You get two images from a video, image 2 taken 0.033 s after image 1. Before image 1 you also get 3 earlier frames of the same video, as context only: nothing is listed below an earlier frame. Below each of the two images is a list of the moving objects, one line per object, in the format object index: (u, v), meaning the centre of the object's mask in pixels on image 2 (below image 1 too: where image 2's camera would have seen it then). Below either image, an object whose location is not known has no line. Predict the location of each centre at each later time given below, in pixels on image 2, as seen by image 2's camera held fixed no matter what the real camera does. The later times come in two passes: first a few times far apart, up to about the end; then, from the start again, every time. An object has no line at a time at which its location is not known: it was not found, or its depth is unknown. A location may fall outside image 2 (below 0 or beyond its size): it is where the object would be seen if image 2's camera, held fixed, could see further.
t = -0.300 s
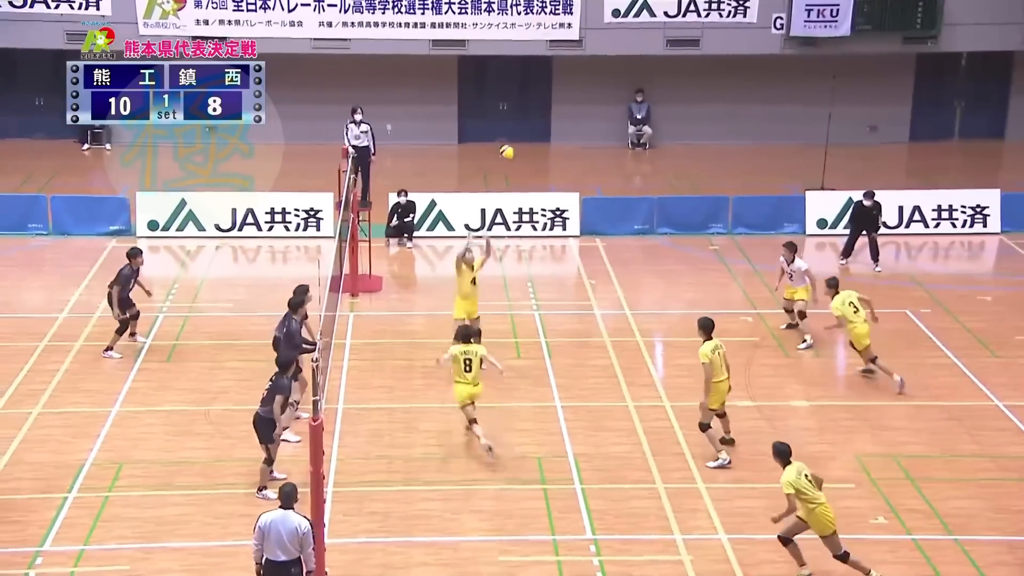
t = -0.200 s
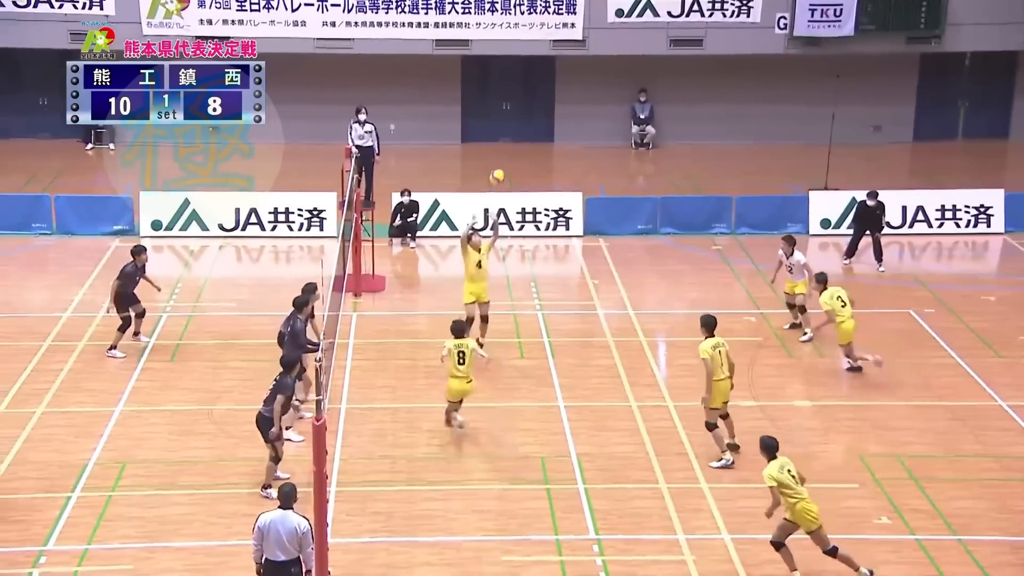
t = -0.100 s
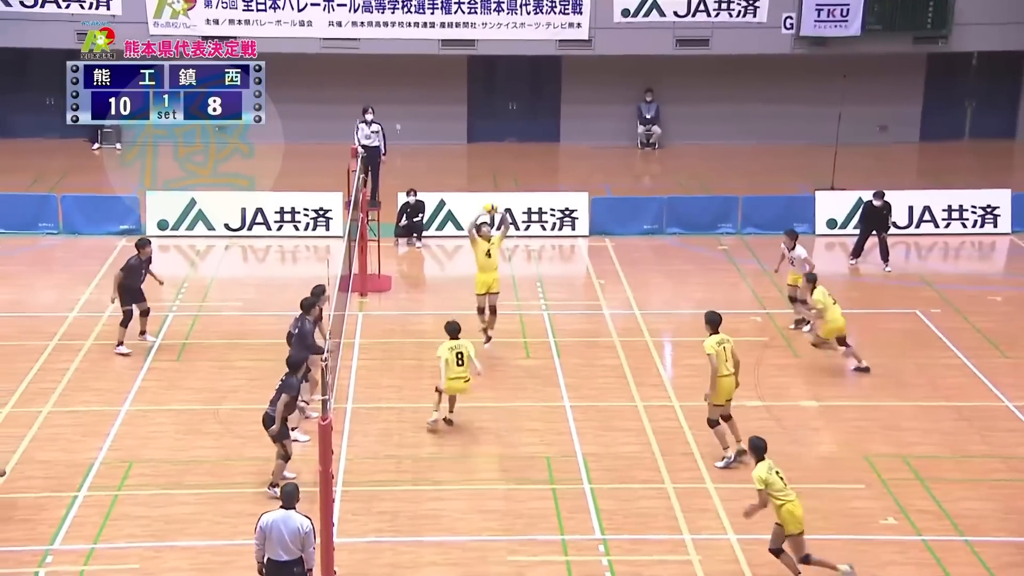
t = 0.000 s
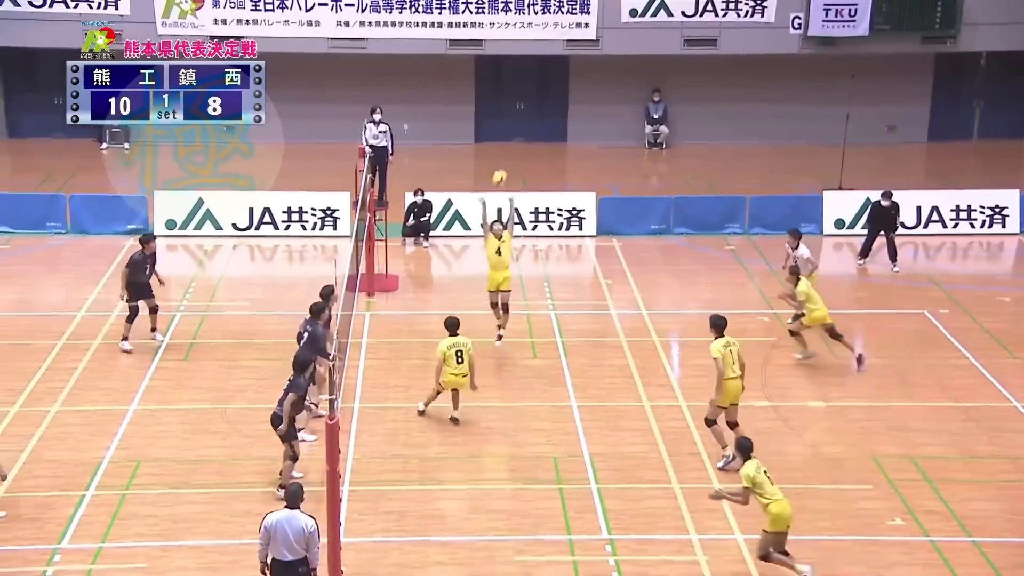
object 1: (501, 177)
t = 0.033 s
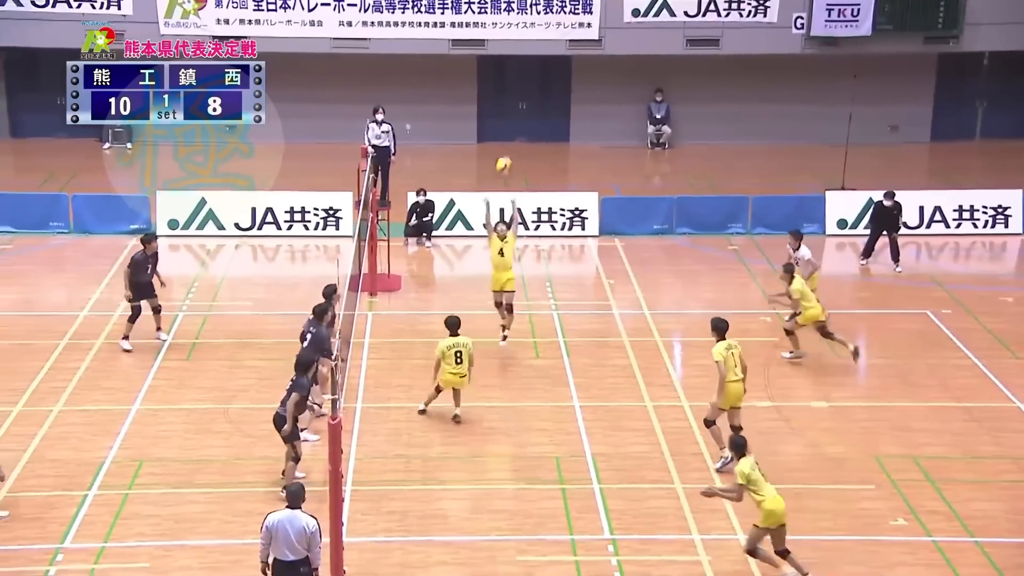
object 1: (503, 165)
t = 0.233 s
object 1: (514, 103)
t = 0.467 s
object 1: (527, 68)
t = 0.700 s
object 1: (539, 70)
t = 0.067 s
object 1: (505, 152)
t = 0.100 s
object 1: (507, 141)
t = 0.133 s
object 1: (509, 131)
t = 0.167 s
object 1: (510, 121)
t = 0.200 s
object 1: (512, 112)
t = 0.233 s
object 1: (514, 103)
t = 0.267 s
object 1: (516, 96)
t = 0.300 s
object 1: (518, 89)
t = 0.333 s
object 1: (519, 83)
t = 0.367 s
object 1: (521, 79)
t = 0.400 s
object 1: (523, 75)
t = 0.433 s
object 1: (525, 71)
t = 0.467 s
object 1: (527, 68)
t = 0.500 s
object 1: (528, 66)
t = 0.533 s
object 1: (530, 65)
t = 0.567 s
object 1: (531, 65)
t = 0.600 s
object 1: (534, 65)
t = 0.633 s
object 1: (535, 66)
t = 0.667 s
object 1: (537, 68)
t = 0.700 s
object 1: (539, 70)
